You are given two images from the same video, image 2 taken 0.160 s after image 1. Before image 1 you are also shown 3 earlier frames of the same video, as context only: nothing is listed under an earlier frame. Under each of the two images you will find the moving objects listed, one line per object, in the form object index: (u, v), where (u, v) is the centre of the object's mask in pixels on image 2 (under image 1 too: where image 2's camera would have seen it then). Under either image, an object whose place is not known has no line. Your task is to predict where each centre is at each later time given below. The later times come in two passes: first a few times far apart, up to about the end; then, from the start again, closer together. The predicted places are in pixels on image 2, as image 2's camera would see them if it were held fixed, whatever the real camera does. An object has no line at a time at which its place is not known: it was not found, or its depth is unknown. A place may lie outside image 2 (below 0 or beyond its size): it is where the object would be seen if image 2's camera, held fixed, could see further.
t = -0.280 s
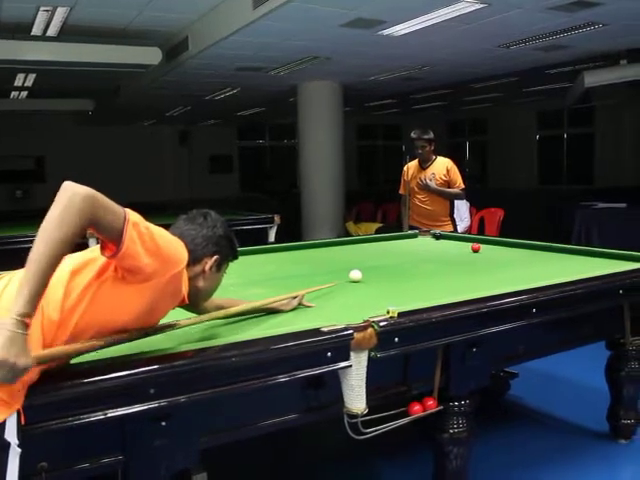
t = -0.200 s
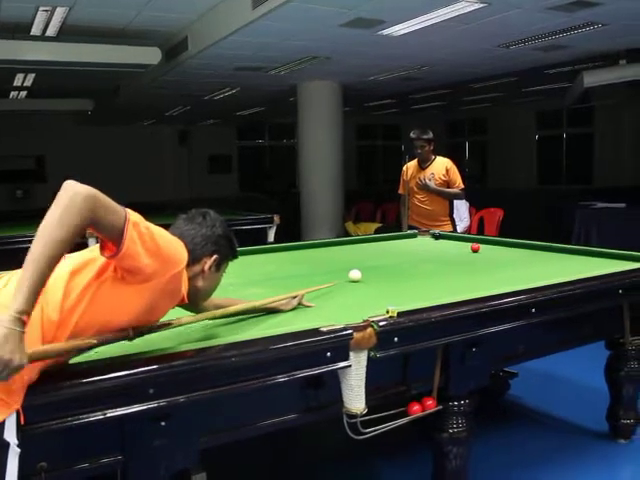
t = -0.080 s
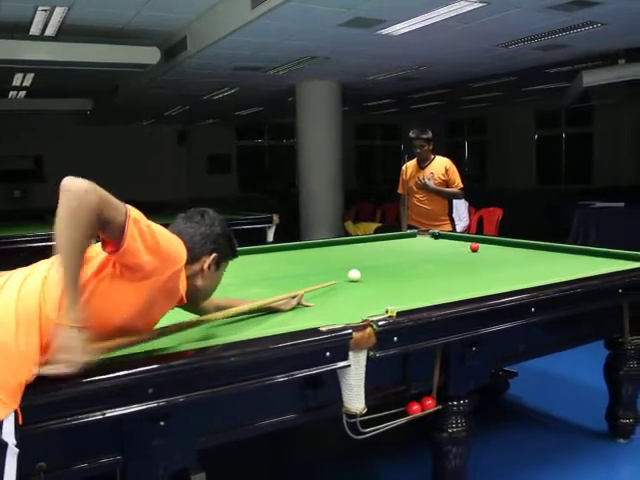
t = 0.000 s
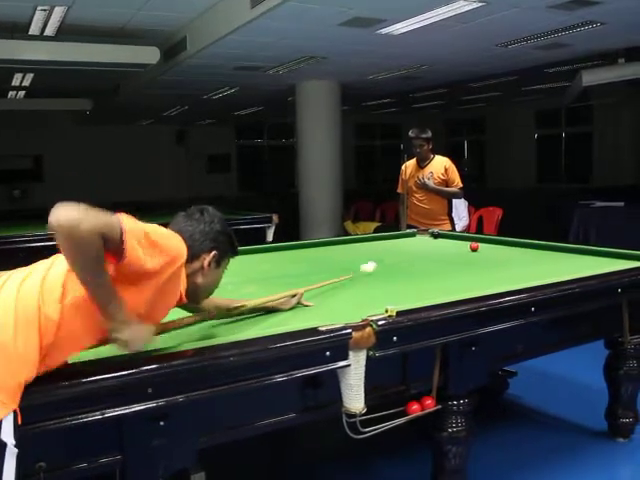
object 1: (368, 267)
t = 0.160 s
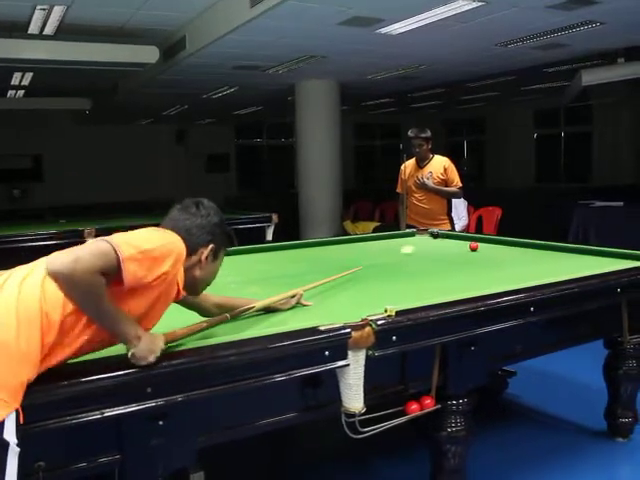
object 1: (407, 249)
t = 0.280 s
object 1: (428, 241)
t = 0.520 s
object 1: (418, 236)
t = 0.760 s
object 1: (364, 241)
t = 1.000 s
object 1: (306, 245)
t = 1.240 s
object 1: (249, 250)
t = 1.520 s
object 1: (177, 256)
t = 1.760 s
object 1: (122, 263)
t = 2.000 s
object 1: (94, 266)
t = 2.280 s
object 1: (59, 270)
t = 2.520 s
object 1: (30, 274)
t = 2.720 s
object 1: (4, 278)
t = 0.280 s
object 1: (428, 241)
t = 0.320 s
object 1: (432, 239)
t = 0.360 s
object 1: (438, 237)
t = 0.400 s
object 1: (442, 235)
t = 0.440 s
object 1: (436, 234)
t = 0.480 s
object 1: (427, 236)
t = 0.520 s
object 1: (418, 236)
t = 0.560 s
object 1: (409, 238)
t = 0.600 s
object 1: (399, 238)
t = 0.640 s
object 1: (391, 239)
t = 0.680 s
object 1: (381, 240)
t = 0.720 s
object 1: (373, 240)
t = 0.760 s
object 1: (364, 241)
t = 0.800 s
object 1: (354, 242)
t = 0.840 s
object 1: (345, 242)
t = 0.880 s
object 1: (335, 242)
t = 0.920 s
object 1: (325, 243)
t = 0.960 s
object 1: (315, 243)
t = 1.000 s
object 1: (306, 245)
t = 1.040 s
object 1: (297, 246)
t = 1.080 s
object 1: (288, 247)
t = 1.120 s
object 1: (278, 248)
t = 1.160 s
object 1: (268, 248)
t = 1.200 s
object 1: (258, 249)
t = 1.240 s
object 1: (249, 250)
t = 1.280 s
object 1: (238, 251)
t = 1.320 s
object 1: (228, 252)
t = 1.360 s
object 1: (218, 253)
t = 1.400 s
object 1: (208, 254)
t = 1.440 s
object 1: (197, 255)
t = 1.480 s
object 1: (189, 254)
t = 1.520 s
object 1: (177, 256)
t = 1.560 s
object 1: (169, 258)
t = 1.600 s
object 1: (161, 259)
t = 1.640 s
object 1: (150, 260)
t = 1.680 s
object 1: (141, 261)
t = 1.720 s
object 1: (131, 262)
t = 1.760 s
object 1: (122, 263)
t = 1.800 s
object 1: (115, 264)
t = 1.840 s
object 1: (112, 264)
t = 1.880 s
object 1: (108, 264)
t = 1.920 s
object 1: (103, 265)
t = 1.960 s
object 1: (98, 266)
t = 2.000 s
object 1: (94, 266)
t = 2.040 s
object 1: (89, 266)
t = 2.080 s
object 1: (84, 267)
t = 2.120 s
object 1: (79, 268)
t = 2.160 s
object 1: (74, 268)
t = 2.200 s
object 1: (69, 269)
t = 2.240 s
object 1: (64, 270)
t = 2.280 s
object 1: (59, 270)
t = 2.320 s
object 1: (54, 271)
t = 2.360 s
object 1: (50, 272)
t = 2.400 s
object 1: (45, 273)
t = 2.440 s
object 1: (40, 273)
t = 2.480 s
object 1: (35, 274)
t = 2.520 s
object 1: (30, 274)
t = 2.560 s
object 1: (25, 275)
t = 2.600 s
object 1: (20, 276)
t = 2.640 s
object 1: (15, 277)
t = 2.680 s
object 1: (10, 277)
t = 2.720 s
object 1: (4, 278)
